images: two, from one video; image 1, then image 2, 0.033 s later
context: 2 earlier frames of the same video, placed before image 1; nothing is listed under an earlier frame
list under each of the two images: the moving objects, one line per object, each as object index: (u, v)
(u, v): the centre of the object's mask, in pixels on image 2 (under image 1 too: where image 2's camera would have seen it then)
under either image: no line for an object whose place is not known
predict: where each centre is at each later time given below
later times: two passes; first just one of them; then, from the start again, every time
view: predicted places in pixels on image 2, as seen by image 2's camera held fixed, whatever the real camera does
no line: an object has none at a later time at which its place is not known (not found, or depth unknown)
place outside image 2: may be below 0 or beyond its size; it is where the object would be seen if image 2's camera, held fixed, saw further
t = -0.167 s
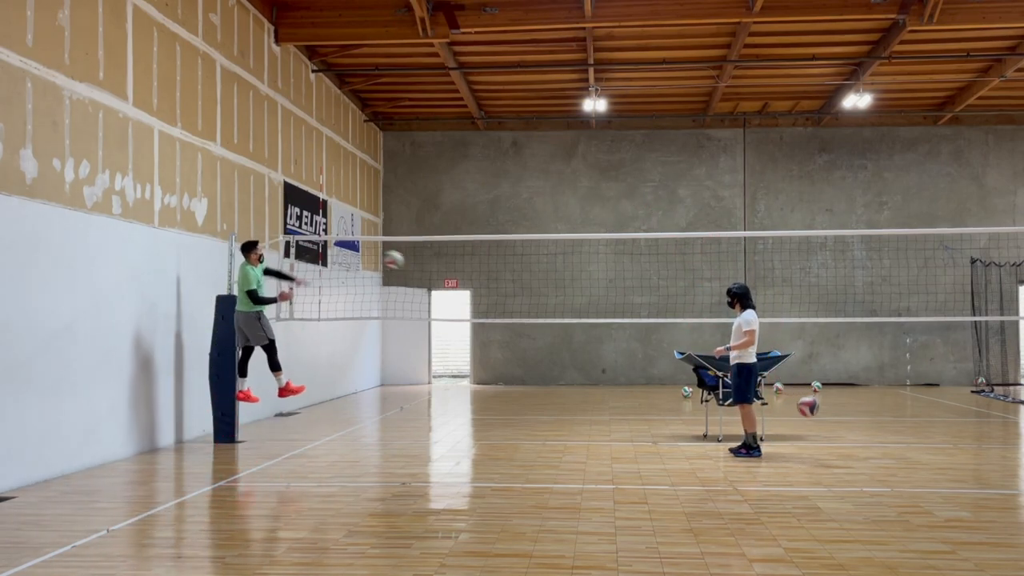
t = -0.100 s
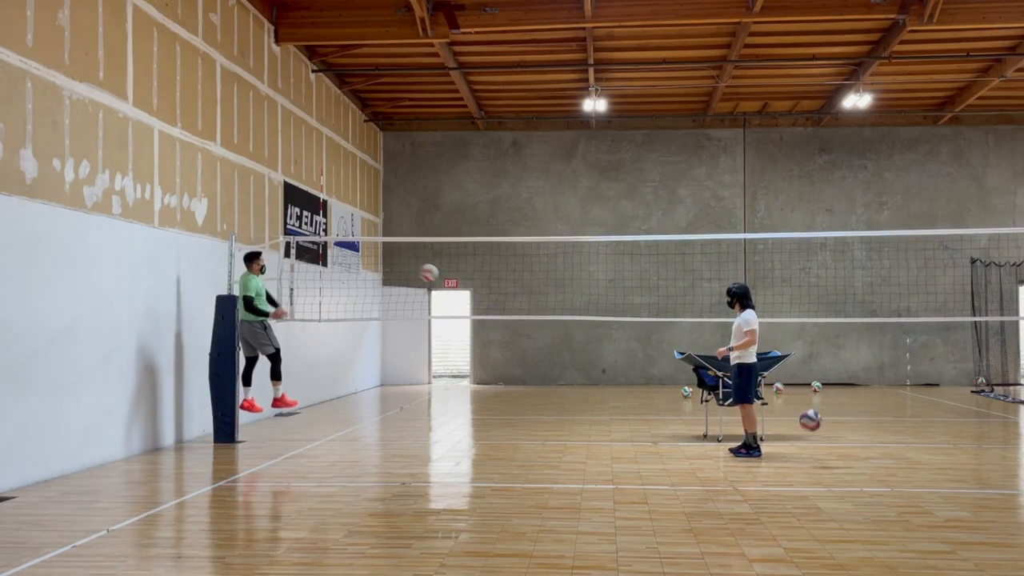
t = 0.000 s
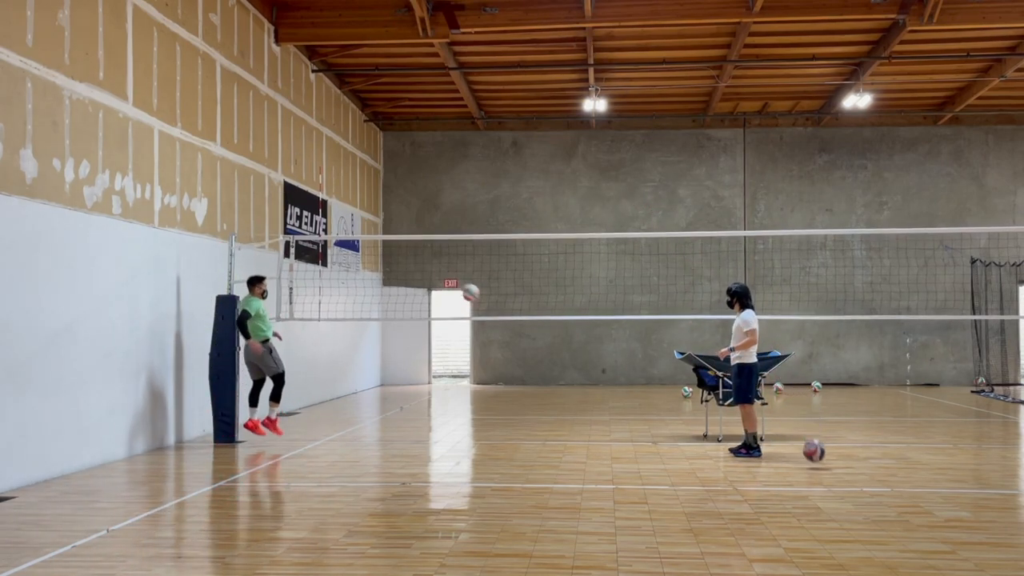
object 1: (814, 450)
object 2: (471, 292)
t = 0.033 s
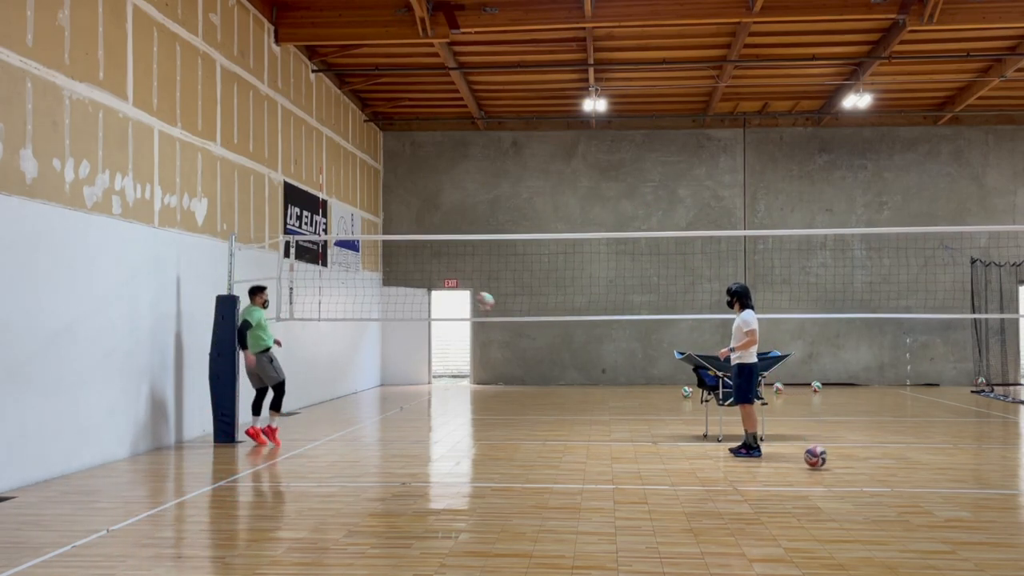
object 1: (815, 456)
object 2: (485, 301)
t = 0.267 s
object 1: (825, 425)
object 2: (584, 388)
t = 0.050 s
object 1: (816, 452)
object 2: (491, 306)
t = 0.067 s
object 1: (817, 449)
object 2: (498, 310)
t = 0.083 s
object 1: (817, 446)
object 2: (505, 315)
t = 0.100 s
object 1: (818, 442)
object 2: (512, 321)
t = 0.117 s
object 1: (819, 439)
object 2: (520, 327)
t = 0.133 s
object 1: (819, 436)
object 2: (527, 332)
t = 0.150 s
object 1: (820, 434)
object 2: (534, 339)
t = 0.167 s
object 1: (821, 432)
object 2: (541, 345)
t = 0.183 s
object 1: (821, 430)
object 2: (548, 351)
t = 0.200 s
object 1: (822, 429)
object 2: (555, 359)
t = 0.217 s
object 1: (823, 427)
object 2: (562, 366)
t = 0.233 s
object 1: (823, 426)
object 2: (570, 374)
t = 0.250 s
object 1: (824, 426)
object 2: (577, 381)
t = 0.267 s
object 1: (825, 425)
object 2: (584, 388)
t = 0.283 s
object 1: (825, 425)
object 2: (590, 395)
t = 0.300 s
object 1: (826, 425)
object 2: (599, 405)
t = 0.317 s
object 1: (827, 426)
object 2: (606, 414)
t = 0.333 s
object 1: (828, 427)
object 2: (612, 424)
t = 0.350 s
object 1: (829, 428)
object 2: (620, 433)
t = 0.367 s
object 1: (829, 429)
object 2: (627, 440)
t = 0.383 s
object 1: (830, 431)
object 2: (632, 433)
